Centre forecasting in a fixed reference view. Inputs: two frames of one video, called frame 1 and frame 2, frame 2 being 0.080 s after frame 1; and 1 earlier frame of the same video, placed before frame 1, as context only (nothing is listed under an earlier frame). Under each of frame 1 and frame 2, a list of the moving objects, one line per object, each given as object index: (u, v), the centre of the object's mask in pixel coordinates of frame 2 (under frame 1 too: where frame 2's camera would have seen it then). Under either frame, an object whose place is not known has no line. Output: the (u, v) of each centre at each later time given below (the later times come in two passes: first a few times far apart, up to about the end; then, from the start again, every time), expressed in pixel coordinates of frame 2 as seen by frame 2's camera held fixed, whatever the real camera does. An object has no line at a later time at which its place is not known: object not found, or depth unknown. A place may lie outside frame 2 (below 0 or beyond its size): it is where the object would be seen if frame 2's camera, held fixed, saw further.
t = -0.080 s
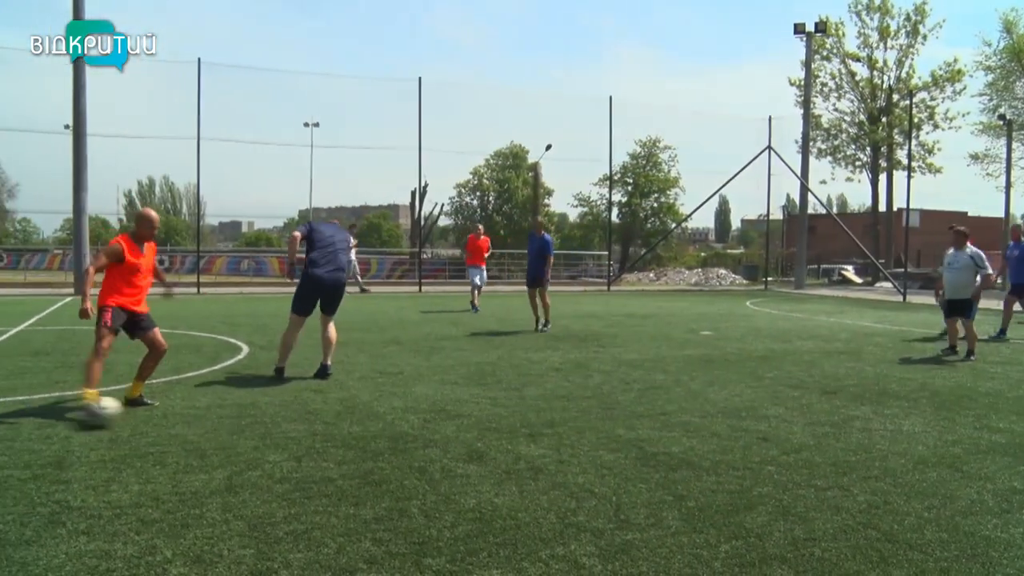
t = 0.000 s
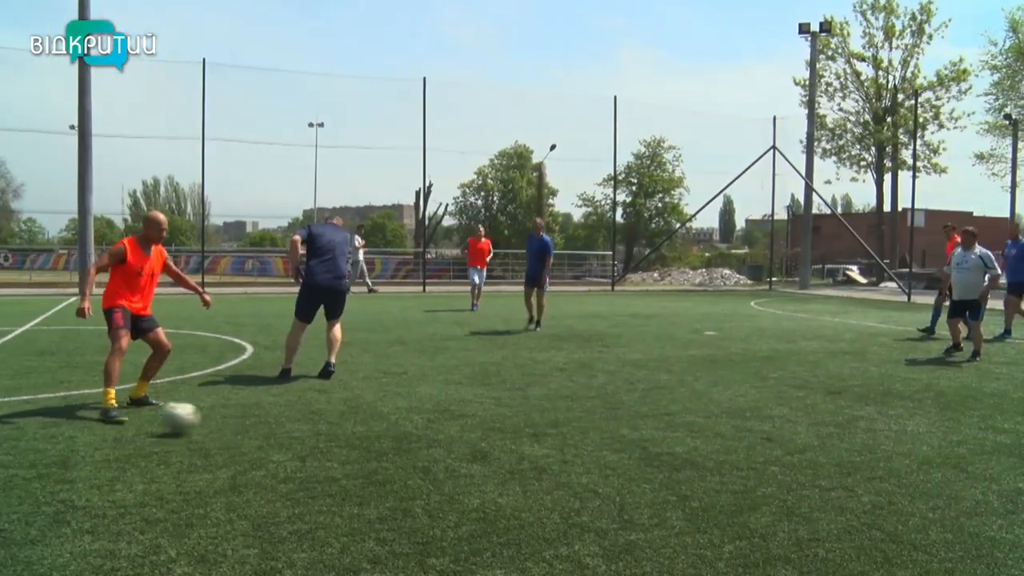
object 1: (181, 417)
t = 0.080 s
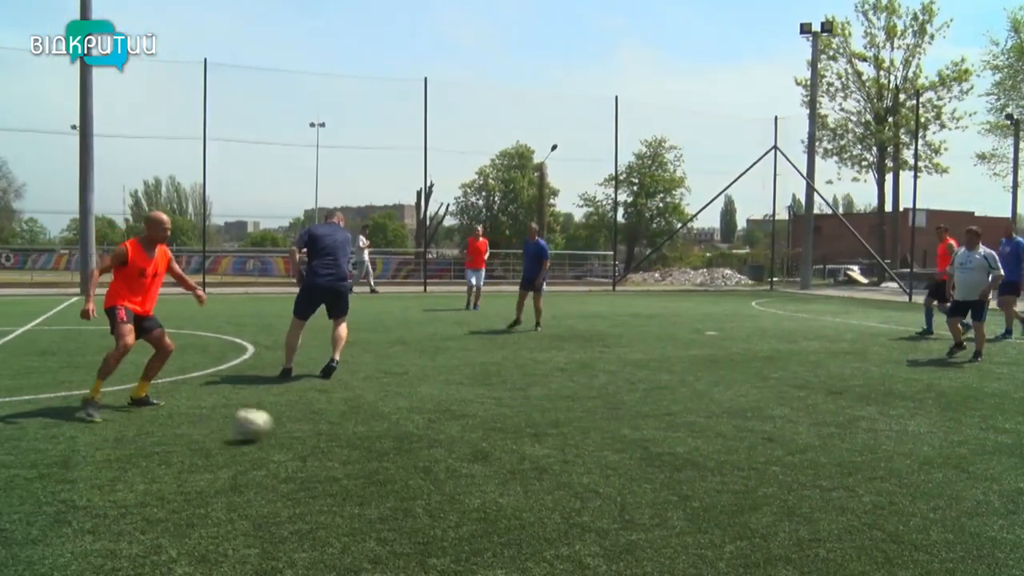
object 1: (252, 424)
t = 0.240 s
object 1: (389, 437)
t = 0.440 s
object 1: (543, 453)
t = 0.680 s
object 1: (705, 471)
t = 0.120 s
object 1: (287, 427)
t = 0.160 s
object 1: (323, 432)
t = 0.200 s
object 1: (355, 435)
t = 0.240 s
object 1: (389, 437)
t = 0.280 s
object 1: (422, 441)
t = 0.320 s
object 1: (454, 444)
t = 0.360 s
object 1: (485, 447)
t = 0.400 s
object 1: (514, 450)
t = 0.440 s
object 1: (543, 453)
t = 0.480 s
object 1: (570, 455)
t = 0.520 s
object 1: (598, 460)
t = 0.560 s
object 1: (625, 462)
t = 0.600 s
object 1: (651, 464)
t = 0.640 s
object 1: (678, 467)
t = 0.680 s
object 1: (705, 471)
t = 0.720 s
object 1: (734, 473)
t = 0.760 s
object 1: (761, 474)
